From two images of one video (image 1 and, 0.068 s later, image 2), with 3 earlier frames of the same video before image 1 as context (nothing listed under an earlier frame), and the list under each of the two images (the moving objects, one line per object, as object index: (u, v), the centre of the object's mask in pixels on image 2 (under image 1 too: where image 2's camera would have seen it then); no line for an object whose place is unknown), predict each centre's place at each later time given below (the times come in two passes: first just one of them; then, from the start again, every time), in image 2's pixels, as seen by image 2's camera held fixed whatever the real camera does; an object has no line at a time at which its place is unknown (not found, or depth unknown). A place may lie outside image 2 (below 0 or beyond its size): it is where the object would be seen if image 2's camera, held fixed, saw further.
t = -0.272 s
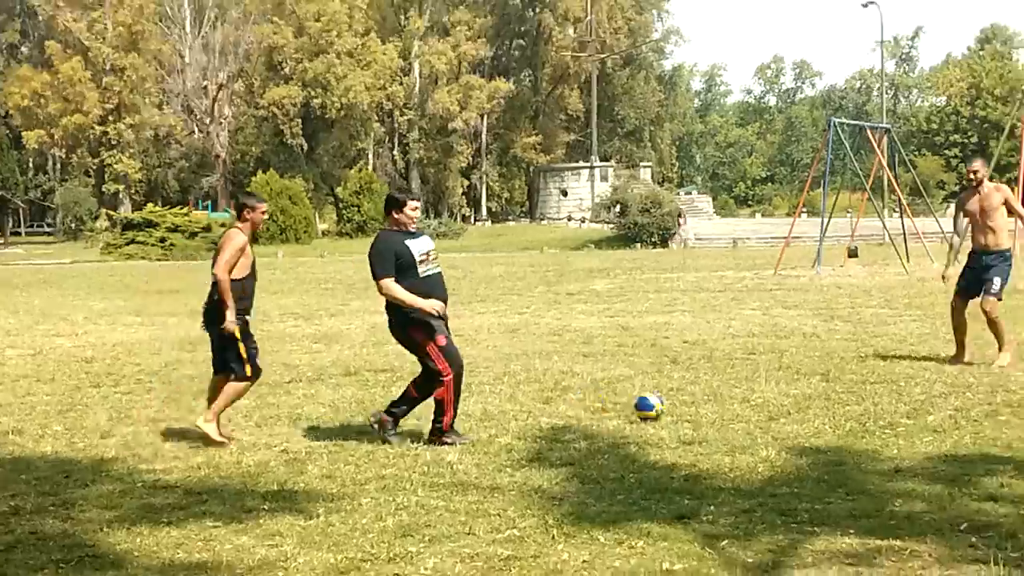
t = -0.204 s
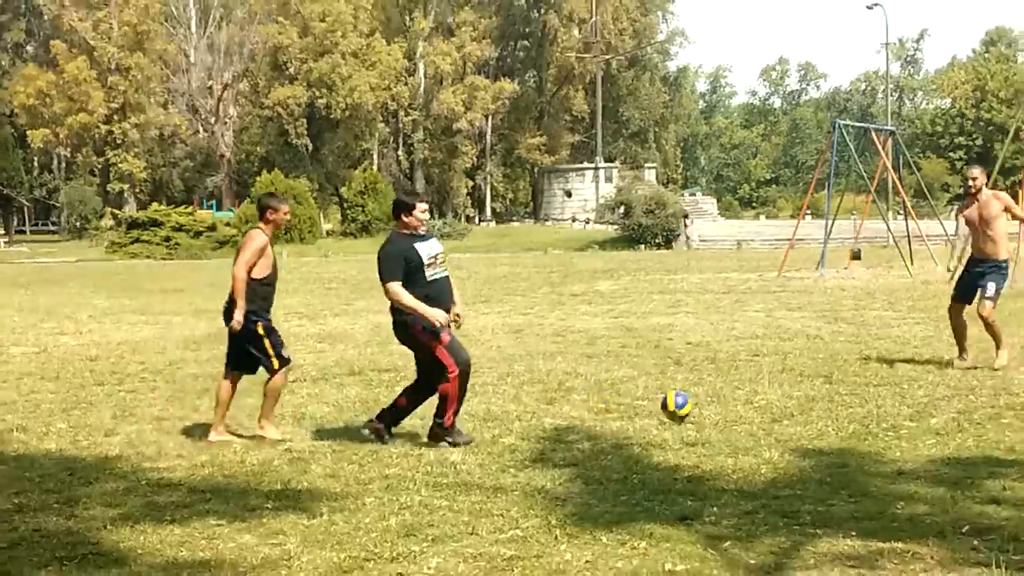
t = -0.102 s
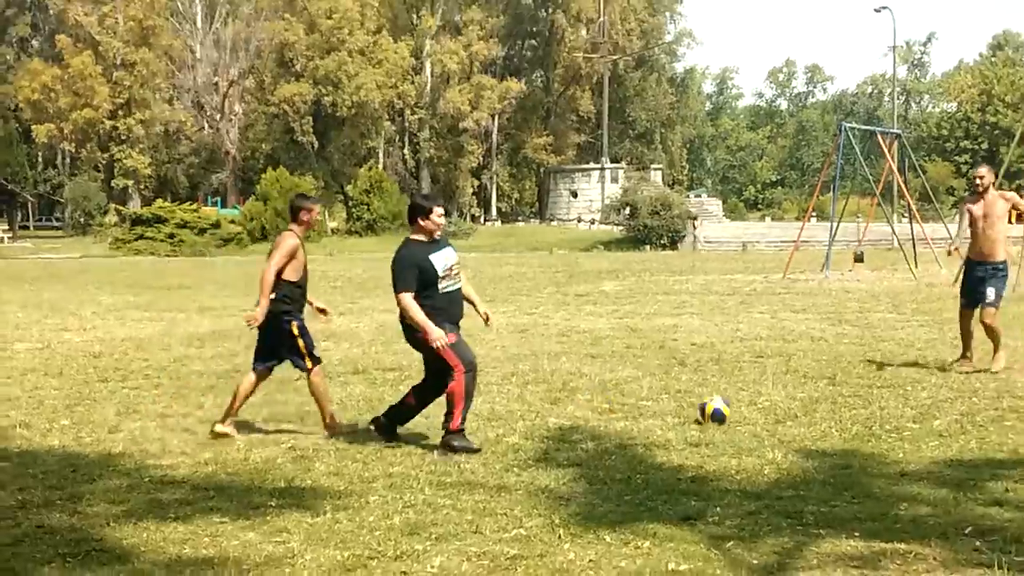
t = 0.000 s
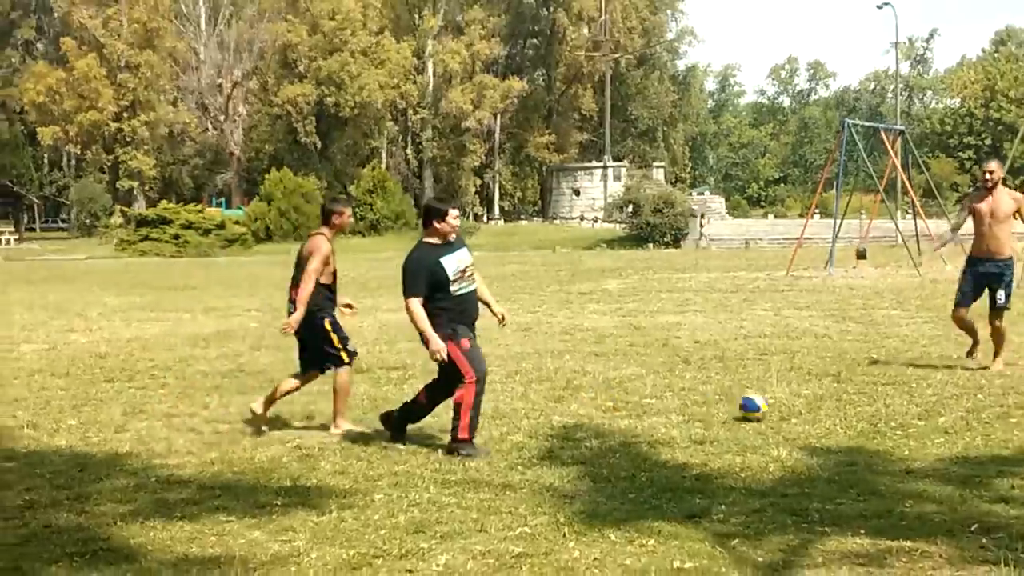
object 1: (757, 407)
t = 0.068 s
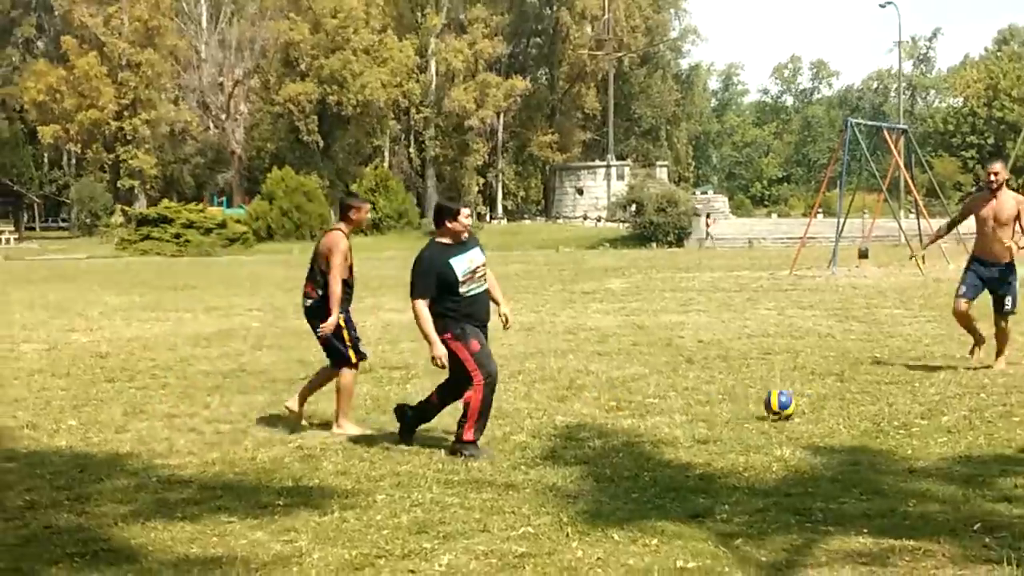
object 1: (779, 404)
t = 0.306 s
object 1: (855, 404)
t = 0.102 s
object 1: (791, 405)
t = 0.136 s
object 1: (802, 406)
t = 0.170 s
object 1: (813, 405)
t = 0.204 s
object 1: (823, 404)
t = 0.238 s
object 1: (834, 403)
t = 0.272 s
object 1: (845, 404)
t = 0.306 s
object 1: (855, 404)
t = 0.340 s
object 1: (865, 402)
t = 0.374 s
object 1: (876, 402)
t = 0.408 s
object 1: (886, 403)
